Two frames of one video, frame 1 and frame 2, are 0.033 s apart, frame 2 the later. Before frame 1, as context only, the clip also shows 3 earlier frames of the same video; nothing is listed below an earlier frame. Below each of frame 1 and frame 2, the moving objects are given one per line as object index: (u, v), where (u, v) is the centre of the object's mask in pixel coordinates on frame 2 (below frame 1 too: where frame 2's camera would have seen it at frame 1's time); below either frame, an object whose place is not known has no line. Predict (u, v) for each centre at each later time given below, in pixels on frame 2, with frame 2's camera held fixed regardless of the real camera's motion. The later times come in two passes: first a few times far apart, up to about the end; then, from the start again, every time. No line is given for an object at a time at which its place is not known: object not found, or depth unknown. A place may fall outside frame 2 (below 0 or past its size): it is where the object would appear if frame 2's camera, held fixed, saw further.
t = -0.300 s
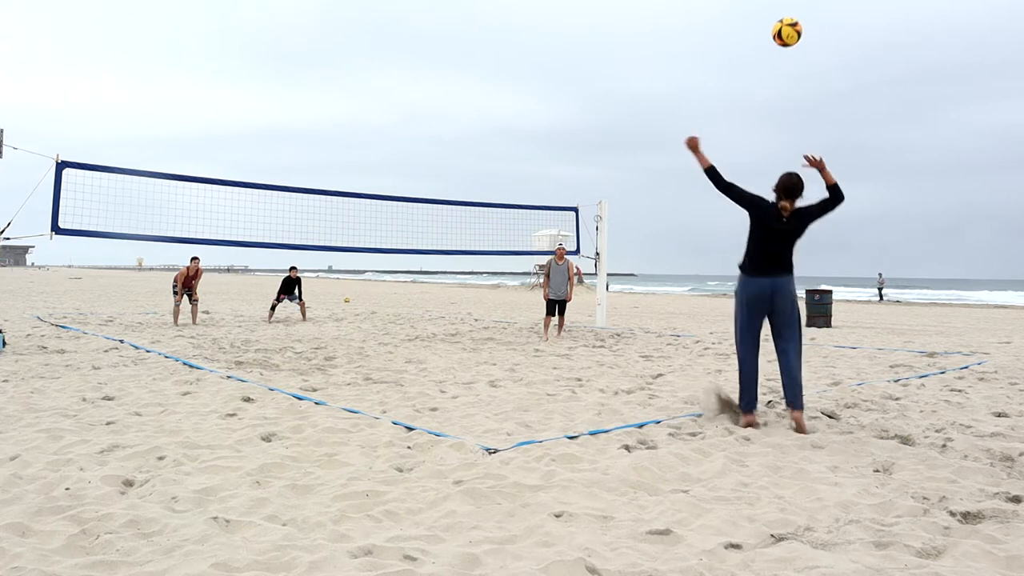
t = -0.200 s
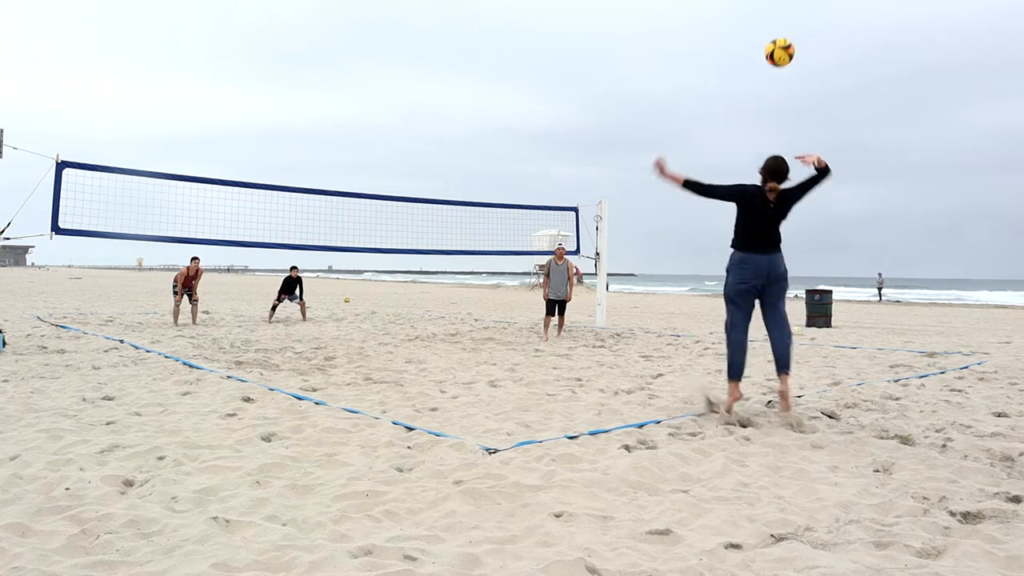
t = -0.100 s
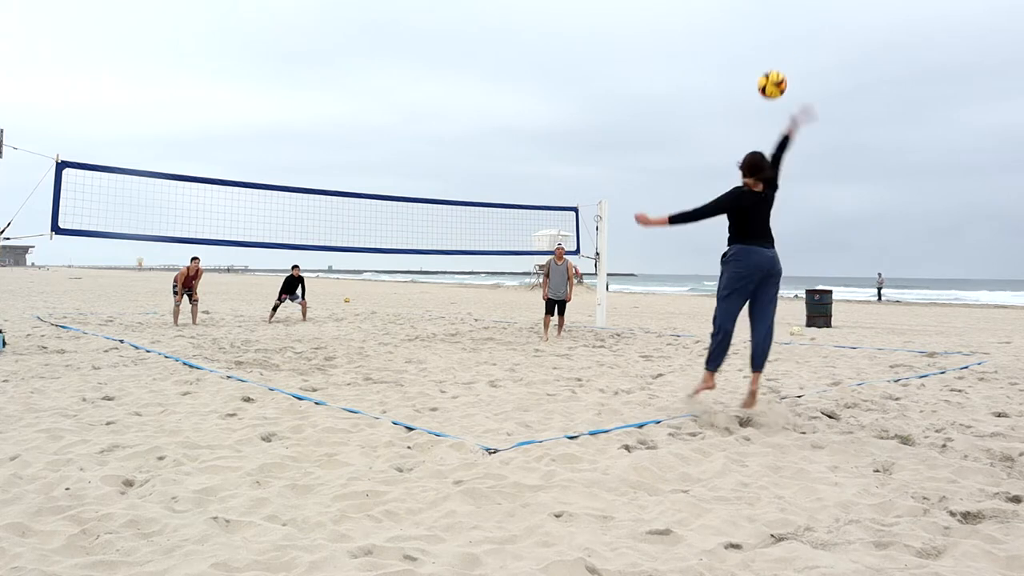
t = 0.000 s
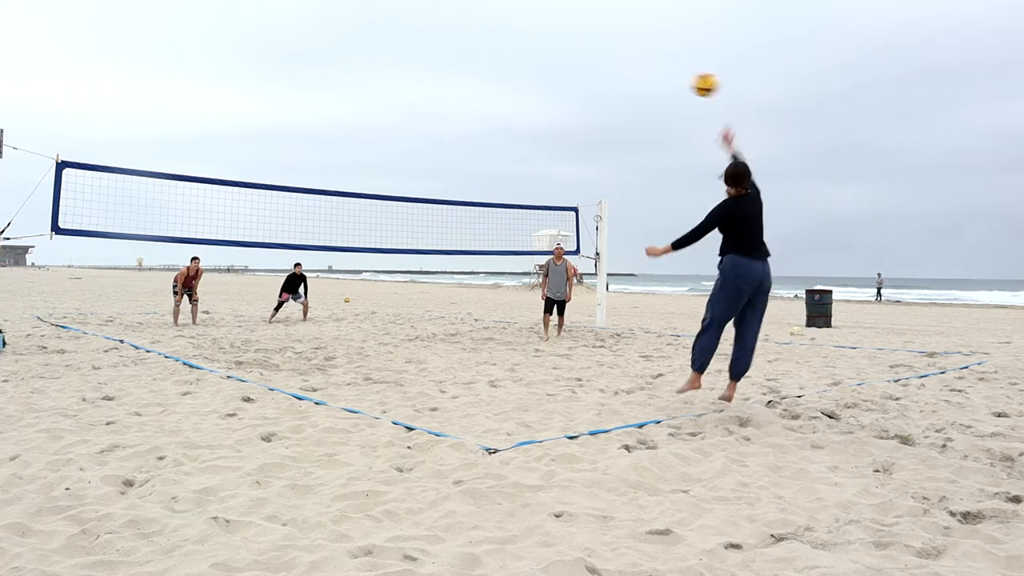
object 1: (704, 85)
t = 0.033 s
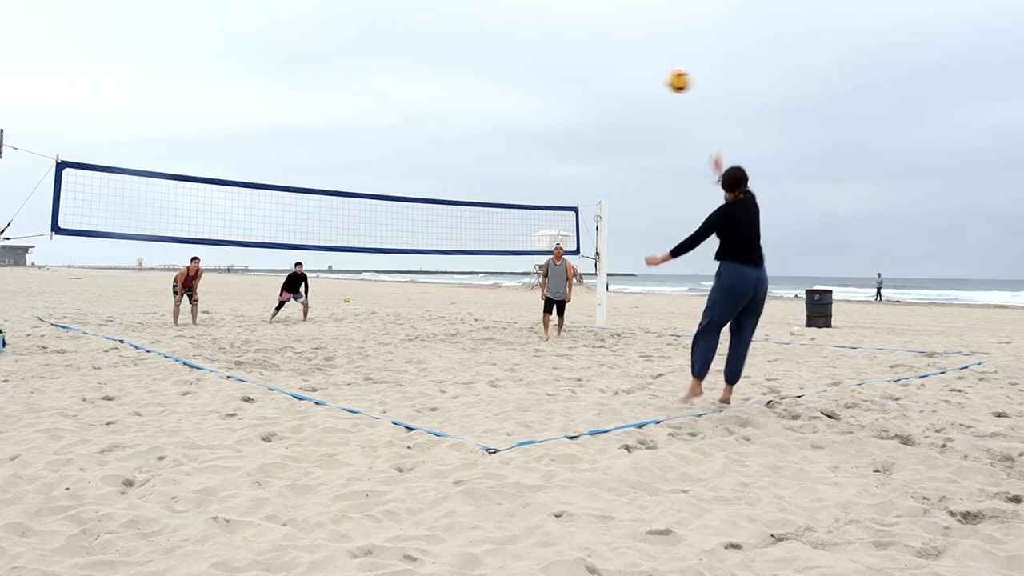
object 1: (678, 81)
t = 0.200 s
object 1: (582, 82)
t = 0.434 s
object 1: (503, 106)
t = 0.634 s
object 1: (460, 139)
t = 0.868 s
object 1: (426, 188)
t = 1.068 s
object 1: (404, 235)
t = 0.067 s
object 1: (655, 79)
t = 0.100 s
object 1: (634, 79)
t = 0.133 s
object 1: (615, 79)
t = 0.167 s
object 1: (598, 80)
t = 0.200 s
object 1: (582, 82)
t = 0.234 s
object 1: (568, 83)
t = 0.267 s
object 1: (555, 86)
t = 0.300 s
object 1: (543, 89)
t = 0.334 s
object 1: (531, 93)
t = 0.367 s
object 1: (521, 97)
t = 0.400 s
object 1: (512, 101)
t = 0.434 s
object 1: (503, 106)
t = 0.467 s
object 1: (495, 111)
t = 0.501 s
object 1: (487, 116)
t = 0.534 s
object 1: (480, 121)
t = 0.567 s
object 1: (473, 127)
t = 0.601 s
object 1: (467, 133)
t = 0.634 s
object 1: (460, 139)
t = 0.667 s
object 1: (454, 146)
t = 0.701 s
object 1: (449, 153)
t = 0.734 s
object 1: (443, 159)
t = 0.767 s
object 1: (439, 166)
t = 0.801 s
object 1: (434, 173)
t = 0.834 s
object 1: (430, 180)
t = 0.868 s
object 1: (426, 188)
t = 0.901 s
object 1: (422, 194)
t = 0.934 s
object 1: (418, 205)
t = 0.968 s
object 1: (414, 211)
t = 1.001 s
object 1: (410, 219)
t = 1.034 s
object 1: (407, 227)
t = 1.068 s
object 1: (404, 235)
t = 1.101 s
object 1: (401, 243)
